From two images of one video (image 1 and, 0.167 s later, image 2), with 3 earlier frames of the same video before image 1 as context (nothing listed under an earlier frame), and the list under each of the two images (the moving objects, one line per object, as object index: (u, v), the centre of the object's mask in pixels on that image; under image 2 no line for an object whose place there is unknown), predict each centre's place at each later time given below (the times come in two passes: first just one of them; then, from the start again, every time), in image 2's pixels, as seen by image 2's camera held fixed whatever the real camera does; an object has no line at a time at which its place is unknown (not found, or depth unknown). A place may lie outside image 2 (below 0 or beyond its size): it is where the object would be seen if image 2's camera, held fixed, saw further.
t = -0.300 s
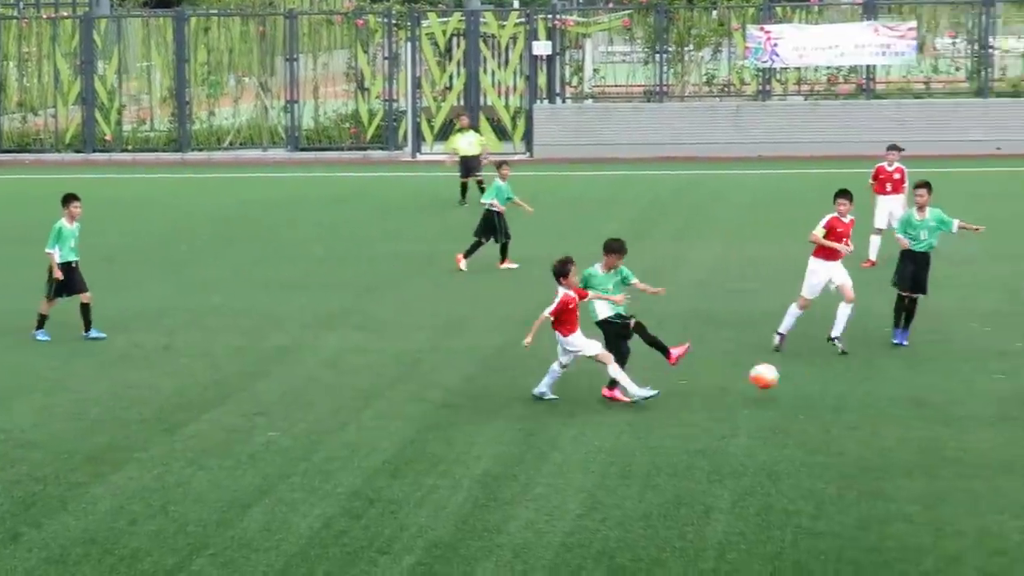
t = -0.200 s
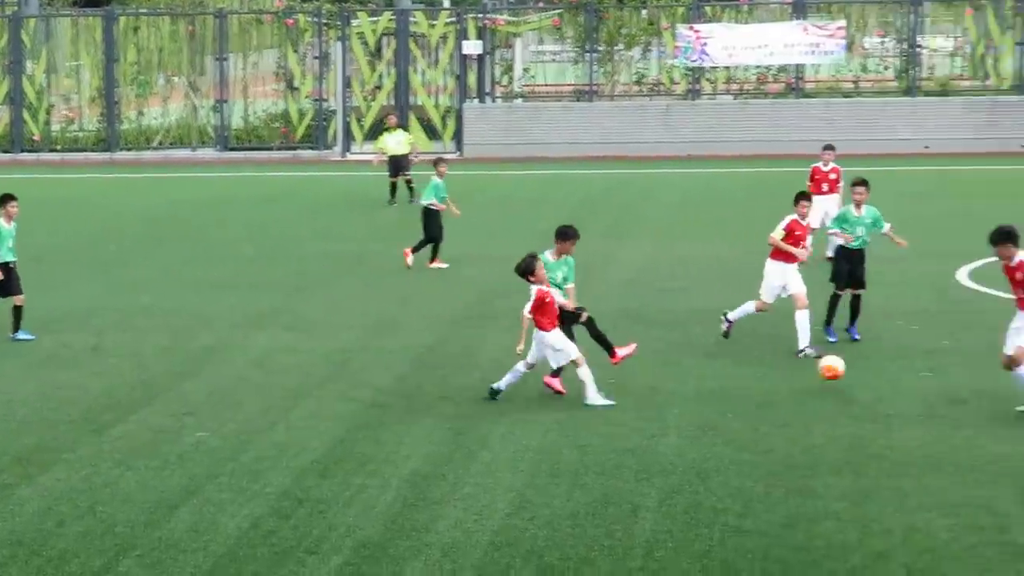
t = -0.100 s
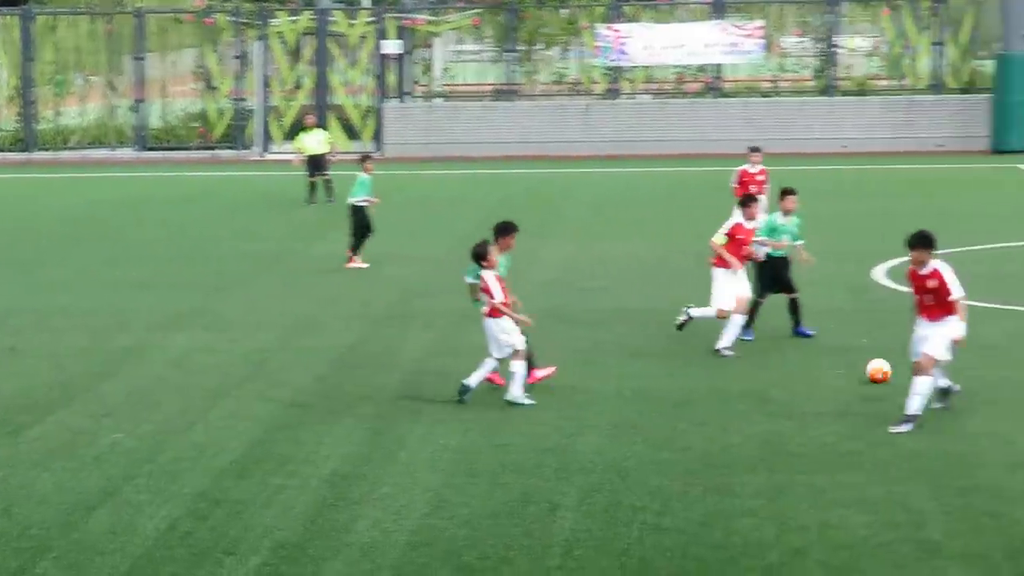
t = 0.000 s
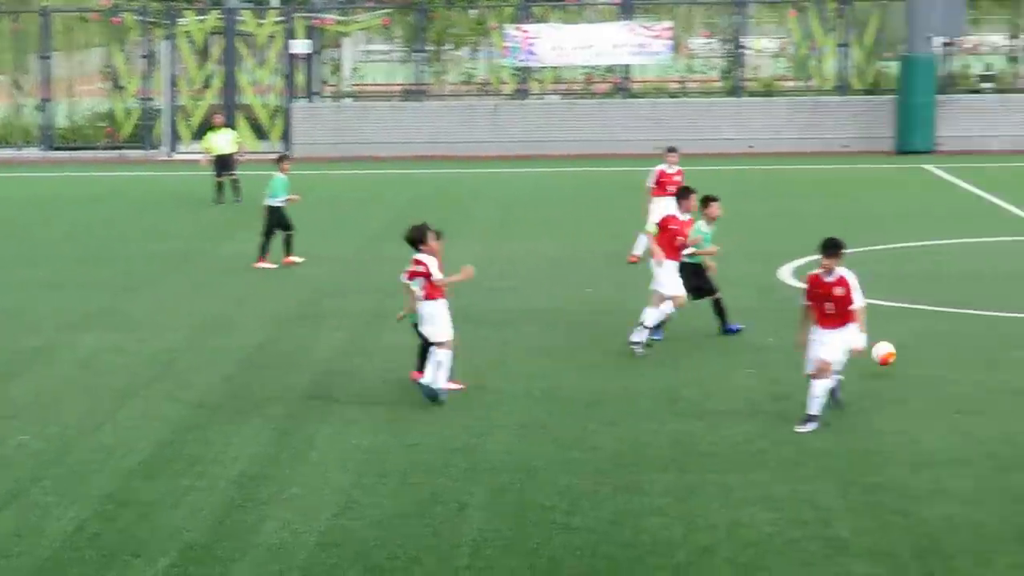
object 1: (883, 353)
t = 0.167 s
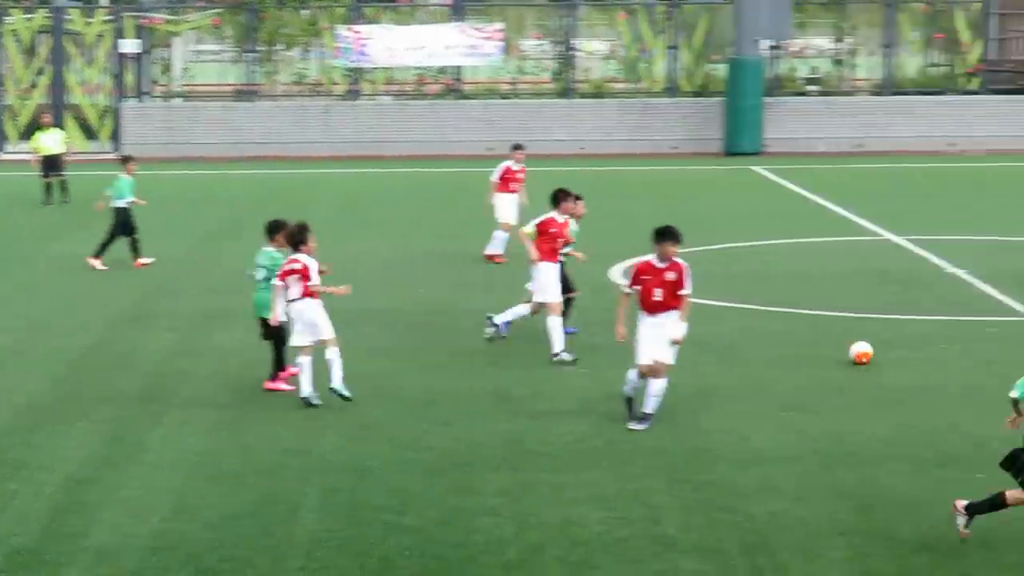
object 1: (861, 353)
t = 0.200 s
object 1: (890, 348)
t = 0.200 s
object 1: (890, 348)
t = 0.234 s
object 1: (917, 343)
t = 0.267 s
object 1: (945, 340)
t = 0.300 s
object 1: (972, 338)
